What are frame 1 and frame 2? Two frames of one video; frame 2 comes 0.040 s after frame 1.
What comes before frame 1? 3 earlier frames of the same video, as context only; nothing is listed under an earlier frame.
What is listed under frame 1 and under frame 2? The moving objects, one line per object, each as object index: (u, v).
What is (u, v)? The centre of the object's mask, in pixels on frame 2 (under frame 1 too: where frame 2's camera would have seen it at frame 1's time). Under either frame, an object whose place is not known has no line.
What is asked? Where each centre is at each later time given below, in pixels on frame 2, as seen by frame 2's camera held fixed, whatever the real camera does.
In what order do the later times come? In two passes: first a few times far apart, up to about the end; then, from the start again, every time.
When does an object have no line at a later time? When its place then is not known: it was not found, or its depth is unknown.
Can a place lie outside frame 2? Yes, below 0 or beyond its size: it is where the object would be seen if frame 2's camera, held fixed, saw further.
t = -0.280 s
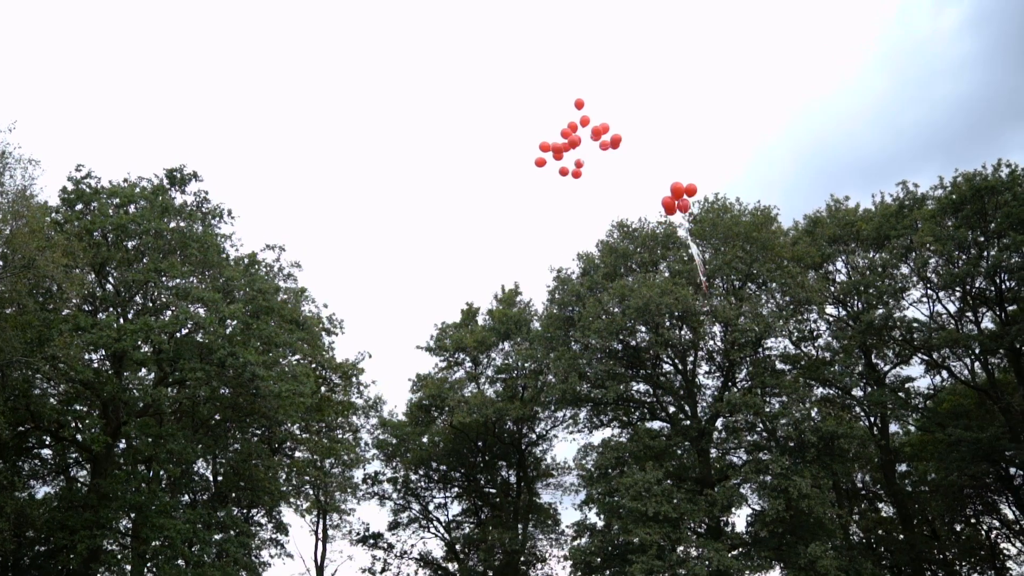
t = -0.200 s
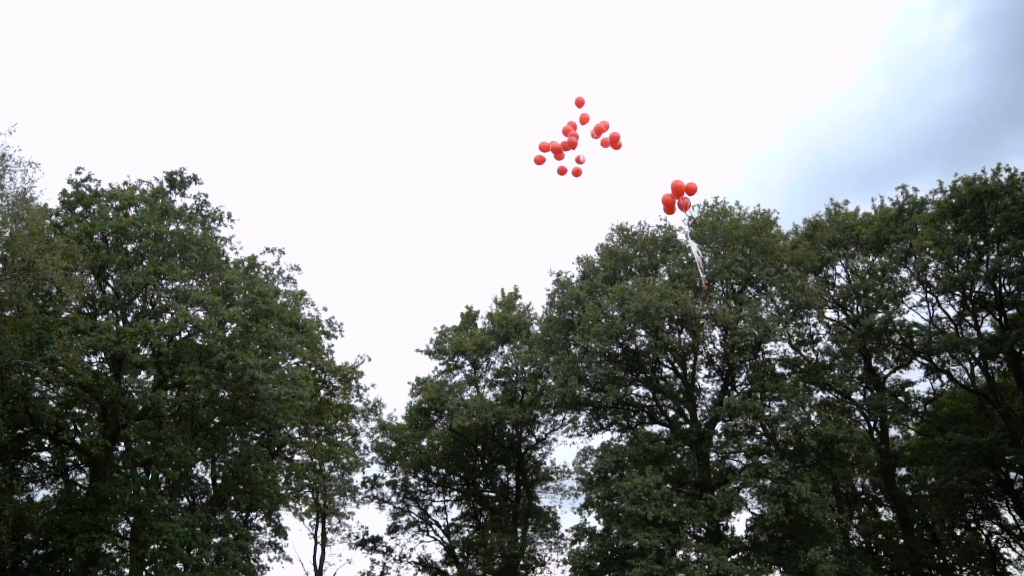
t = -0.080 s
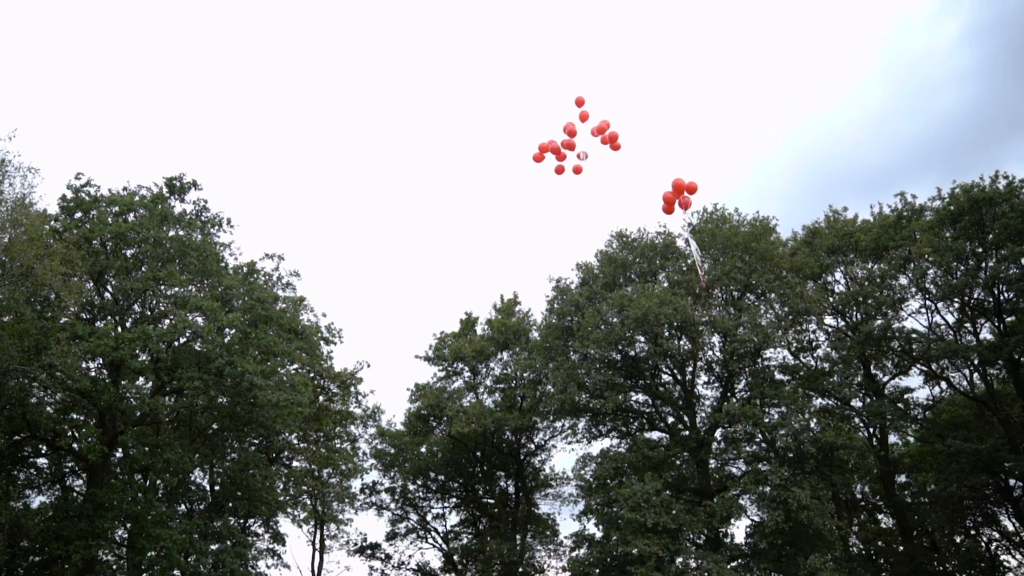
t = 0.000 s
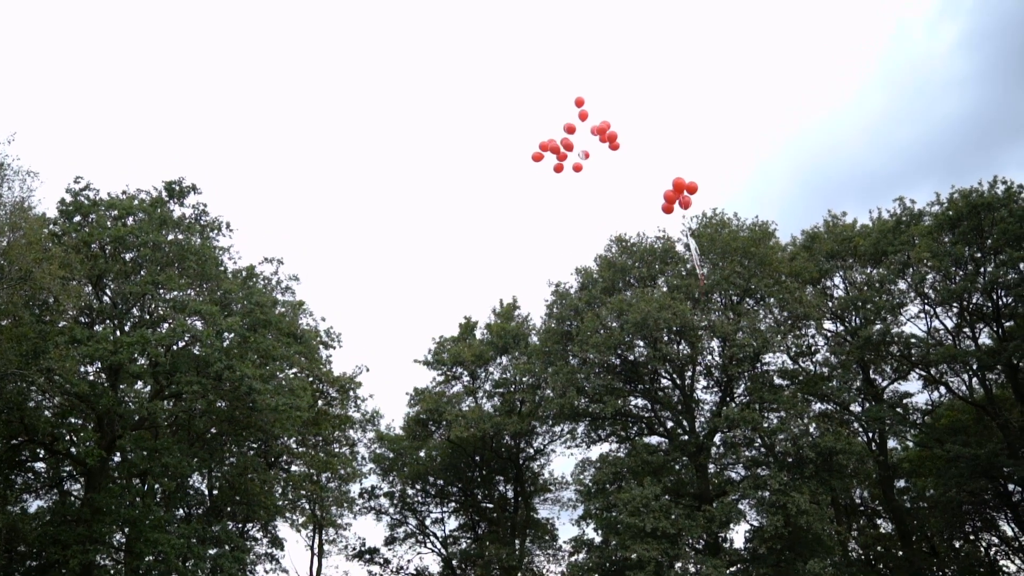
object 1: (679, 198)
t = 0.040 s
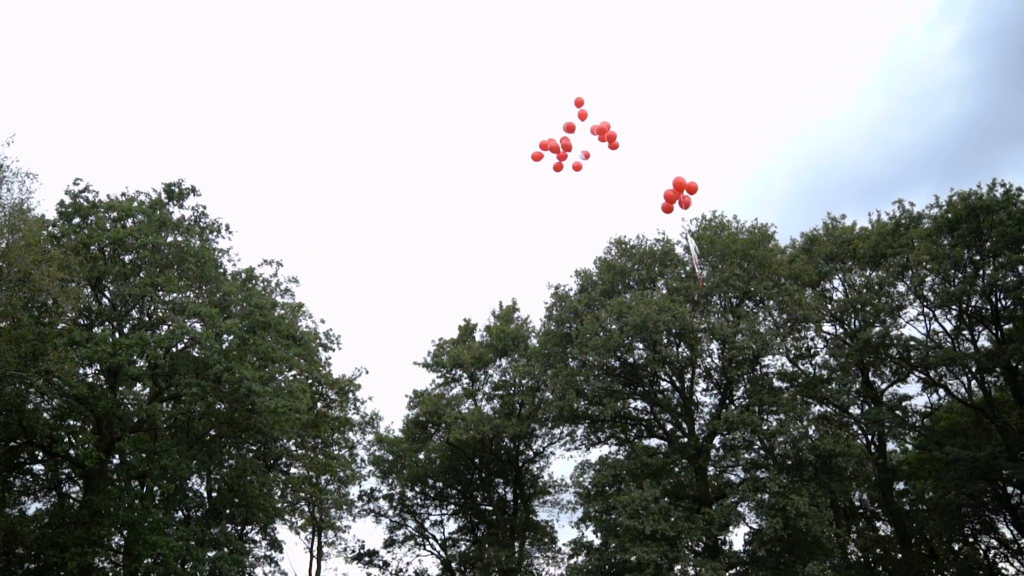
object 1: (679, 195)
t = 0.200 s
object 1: (682, 183)
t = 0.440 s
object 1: (687, 168)
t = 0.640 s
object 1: (690, 158)
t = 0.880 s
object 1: (693, 144)
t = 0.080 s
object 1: (680, 192)
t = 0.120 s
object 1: (680, 189)
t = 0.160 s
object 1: (681, 186)
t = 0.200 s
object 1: (682, 183)
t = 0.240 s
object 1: (683, 181)
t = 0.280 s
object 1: (684, 178)
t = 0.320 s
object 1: (685, 175)
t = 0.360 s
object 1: (685, 173)
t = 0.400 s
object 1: (686, 170)
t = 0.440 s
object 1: (687, 168)
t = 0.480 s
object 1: (687, 166)
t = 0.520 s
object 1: (688, 164)
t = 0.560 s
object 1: (689, 162)
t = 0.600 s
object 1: (689, 160)
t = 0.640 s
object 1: (690, 158)
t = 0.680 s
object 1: (691, 155)
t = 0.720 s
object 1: (691, 153)
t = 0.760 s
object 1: (692, 150)
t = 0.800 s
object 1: (692, 148)
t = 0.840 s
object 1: (693, 146)
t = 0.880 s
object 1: (693, 144)
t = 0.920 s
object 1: (694, 141)
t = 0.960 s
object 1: (694, 139)
